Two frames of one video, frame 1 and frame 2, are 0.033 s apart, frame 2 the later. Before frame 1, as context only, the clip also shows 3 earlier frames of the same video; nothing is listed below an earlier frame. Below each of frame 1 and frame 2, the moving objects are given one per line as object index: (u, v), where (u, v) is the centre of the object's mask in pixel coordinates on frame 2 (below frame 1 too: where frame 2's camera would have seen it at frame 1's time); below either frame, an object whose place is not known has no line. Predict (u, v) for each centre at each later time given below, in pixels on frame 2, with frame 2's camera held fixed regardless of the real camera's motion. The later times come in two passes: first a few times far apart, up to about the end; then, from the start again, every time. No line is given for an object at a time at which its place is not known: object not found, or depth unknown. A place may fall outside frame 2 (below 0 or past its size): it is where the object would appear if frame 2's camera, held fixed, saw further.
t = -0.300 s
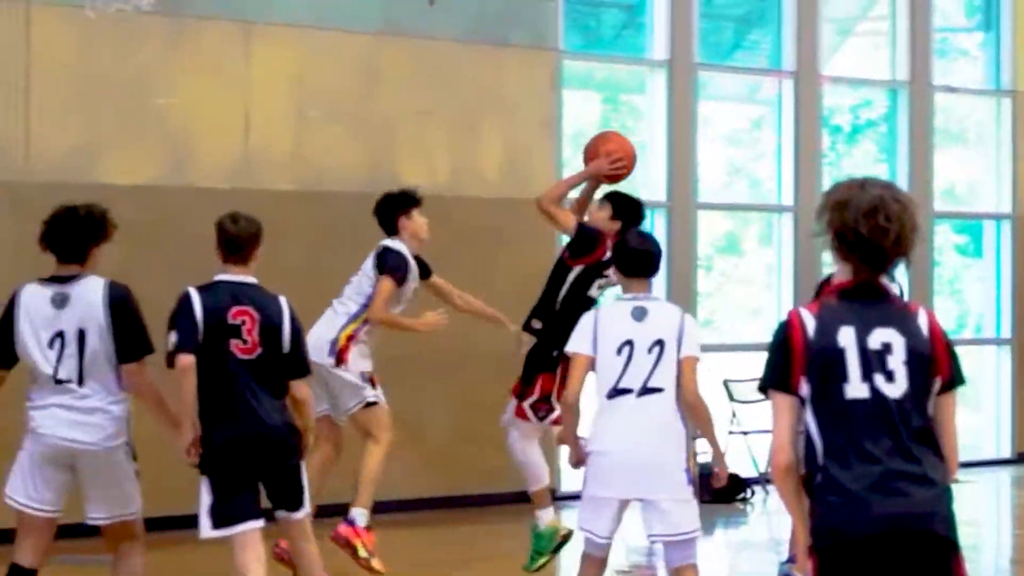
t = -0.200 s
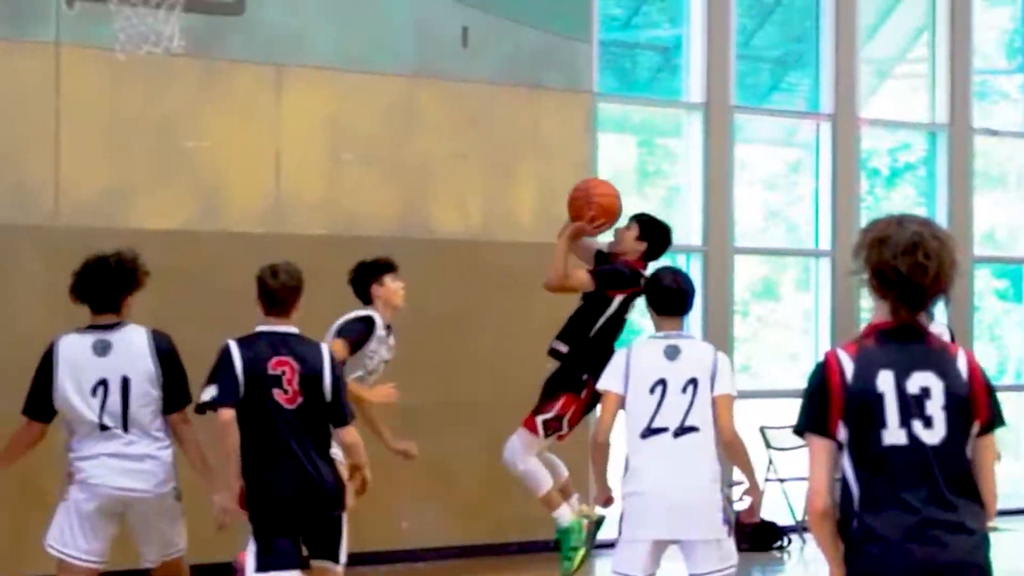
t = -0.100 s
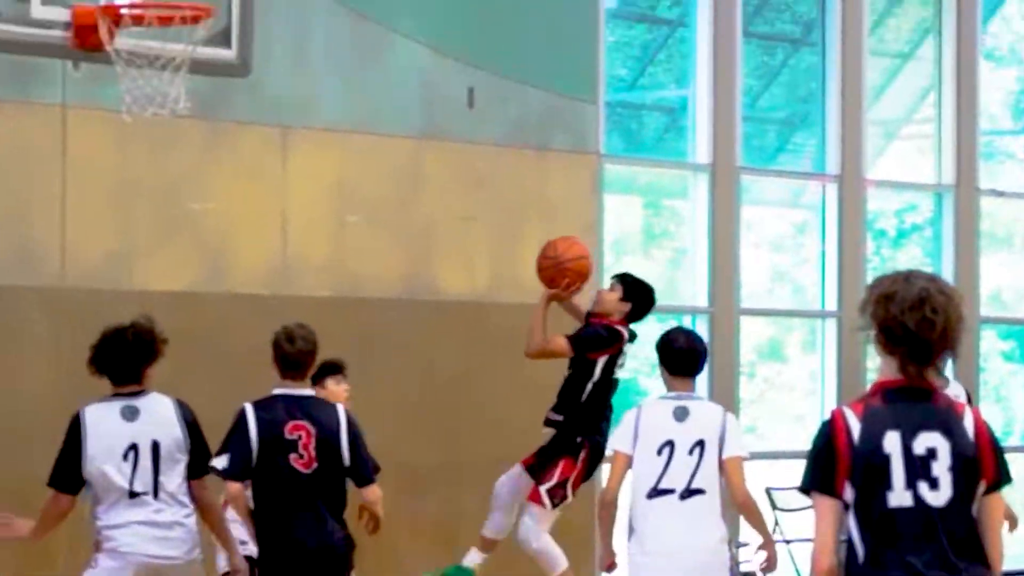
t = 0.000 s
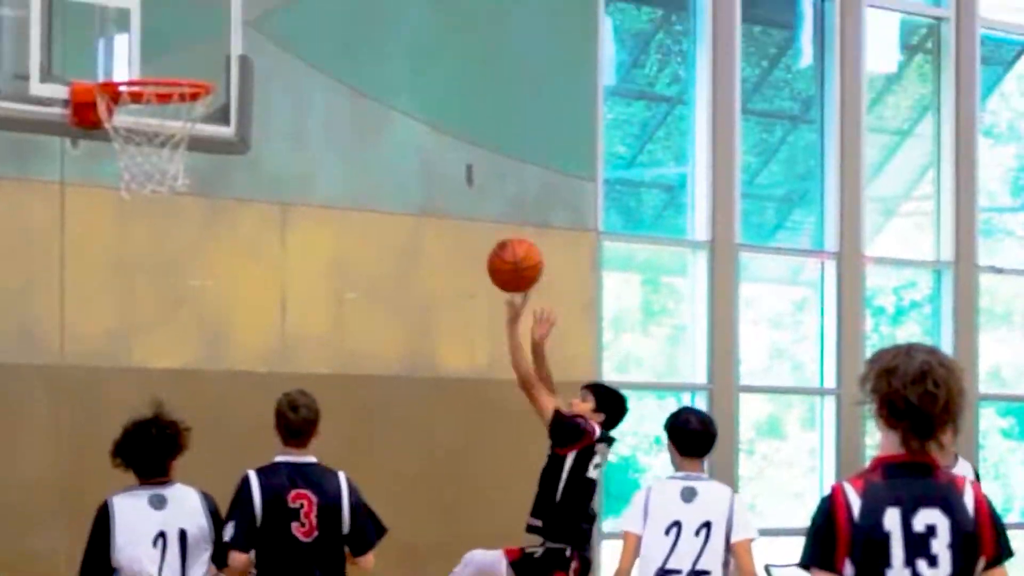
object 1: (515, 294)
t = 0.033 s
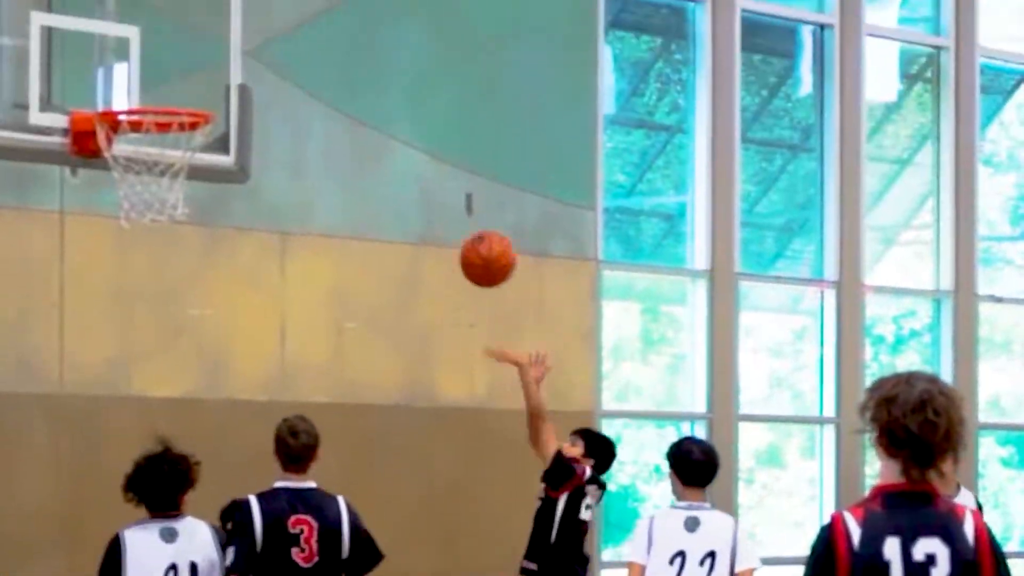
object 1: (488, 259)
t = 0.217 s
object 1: (340, 112)
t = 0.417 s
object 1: (178, 37)
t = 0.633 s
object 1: (167, 74)
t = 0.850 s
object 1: (137, 91)
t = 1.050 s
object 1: (174, 88)
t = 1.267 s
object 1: (146, 123)
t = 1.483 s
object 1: (123, 216)
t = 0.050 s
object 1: (474, 242)
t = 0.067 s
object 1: (461, 226)
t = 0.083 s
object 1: (448, 211)
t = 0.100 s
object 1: (434, 197)
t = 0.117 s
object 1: (421, 183)
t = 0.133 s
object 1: (407, 170)
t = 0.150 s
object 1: (393, 157)
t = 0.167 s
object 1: (380, 144)
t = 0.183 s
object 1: (367, 133)
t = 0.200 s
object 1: (353, 122)
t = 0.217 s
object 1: (340, 112)
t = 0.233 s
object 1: (326, 102)
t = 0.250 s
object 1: (312, 93)
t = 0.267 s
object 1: (299, 85)
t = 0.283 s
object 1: (285, 77)
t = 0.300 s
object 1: (273, 70)
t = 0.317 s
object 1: (259, 63)
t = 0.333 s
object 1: (245, 58)
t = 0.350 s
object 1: (232, 52)
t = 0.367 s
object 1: (218, 47)
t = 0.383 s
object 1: (205, 44)
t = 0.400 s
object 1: (191, 40)
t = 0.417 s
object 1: (178, 37)
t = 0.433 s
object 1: (164, 35)
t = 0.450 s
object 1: (153, 34)
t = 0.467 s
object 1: (154, 34)
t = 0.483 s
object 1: (156, 35)
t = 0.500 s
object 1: (157, 37)
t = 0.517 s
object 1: (159, 39)
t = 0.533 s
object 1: (160, 42)
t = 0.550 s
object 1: (161, 46)
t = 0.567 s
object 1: (163, 50)
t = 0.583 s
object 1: (163, 55)
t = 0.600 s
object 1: (165, 60)
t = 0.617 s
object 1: (166, 67)
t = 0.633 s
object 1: (167, 74)
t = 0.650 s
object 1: (169, 81)
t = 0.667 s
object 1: (170, 86)
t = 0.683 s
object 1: (172, 91)
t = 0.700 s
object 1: (168, 91)
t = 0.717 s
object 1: (164, 89)
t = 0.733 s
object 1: (160, 89)
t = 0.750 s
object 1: (156, 89)
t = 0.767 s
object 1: (152, 89)
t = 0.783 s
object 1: (148, 89)
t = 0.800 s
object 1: (144, 90)
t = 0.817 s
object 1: (140, 92)
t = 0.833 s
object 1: (135, 93)
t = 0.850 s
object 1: (137, 91)
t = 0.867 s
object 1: (141, 89)
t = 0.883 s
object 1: (144, 88)
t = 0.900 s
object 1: (147, 86)
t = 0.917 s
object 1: (150, 84)
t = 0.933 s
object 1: (153, 84)
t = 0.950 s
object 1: (156, 83)
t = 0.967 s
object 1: (159, 83)
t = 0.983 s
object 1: (162, 83)
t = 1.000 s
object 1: (165, 83)
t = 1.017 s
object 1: (168, 85)
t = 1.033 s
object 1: (171, 86)
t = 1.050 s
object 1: (174, 88)
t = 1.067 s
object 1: (177, 90)
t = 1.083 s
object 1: (175, 90)
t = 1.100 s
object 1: (173, 89)
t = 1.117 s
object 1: (170, 89)
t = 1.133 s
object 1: (167, 89)
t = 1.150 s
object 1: (164, 90)
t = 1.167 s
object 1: (162, 91)
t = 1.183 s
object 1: (158, 92)
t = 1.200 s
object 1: (155, 94)
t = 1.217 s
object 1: (152, 96)
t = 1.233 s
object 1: (150, 98)
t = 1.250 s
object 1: (148, 100)
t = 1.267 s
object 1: (146, 123)
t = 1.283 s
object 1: (143, 131)
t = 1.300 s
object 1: (141, 141)
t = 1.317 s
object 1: (139, 143)
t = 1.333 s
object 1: (136, 150)
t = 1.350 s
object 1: (130, 159)
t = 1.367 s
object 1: (129, 169)
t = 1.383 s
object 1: (126, 176)
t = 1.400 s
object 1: (125, 182)
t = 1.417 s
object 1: (124, 187)
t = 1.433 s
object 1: (124, 190)
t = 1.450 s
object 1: (124, 200)
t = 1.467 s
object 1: (124, 207)
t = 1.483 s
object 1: (123, 216)
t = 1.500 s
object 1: (123, 224)
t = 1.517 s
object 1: (122, 234)
